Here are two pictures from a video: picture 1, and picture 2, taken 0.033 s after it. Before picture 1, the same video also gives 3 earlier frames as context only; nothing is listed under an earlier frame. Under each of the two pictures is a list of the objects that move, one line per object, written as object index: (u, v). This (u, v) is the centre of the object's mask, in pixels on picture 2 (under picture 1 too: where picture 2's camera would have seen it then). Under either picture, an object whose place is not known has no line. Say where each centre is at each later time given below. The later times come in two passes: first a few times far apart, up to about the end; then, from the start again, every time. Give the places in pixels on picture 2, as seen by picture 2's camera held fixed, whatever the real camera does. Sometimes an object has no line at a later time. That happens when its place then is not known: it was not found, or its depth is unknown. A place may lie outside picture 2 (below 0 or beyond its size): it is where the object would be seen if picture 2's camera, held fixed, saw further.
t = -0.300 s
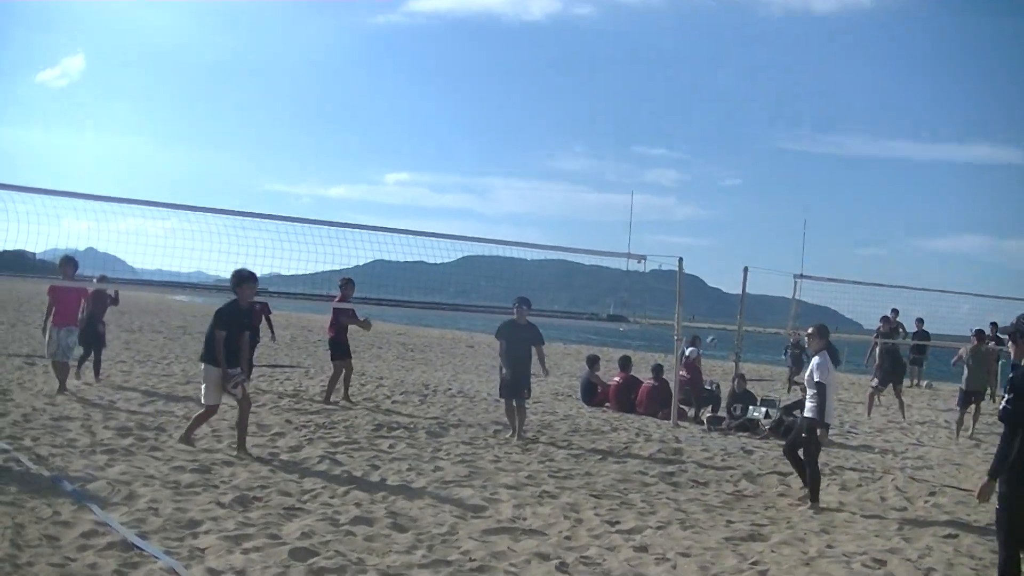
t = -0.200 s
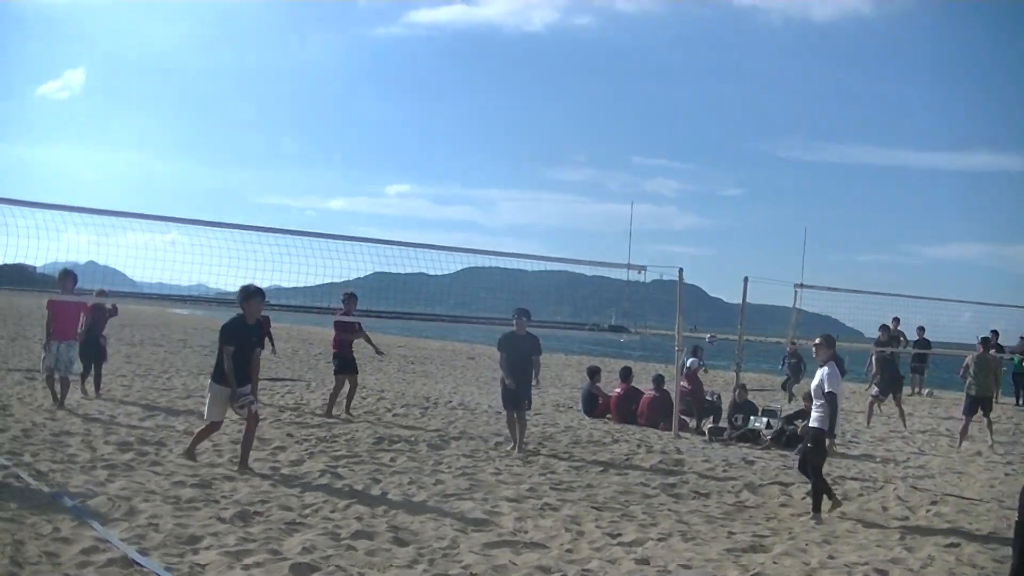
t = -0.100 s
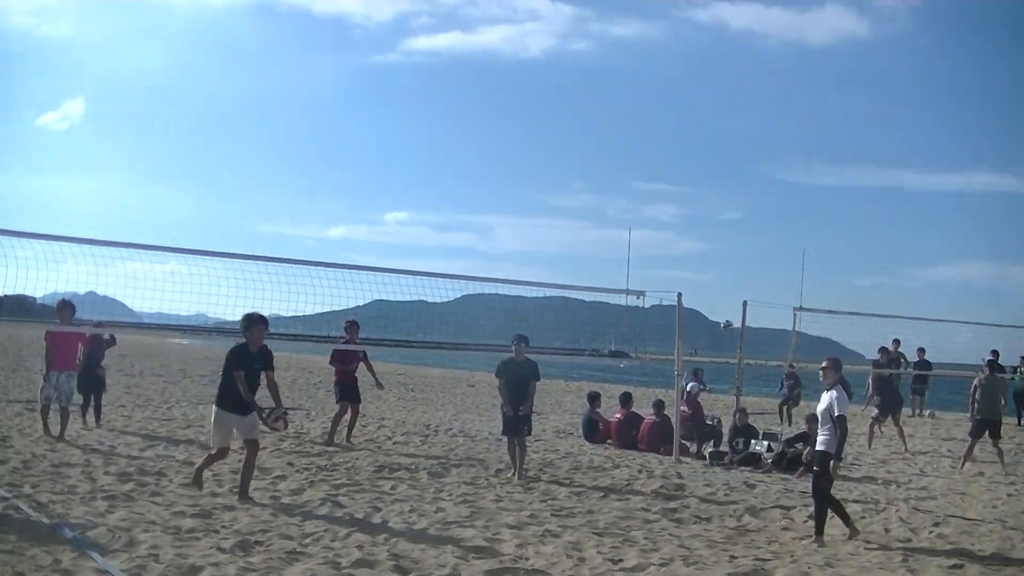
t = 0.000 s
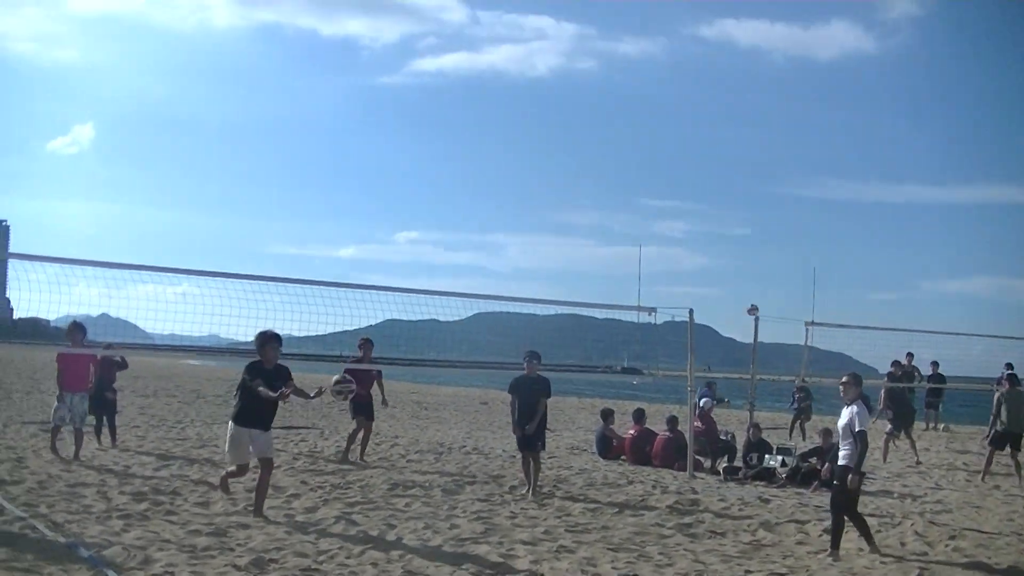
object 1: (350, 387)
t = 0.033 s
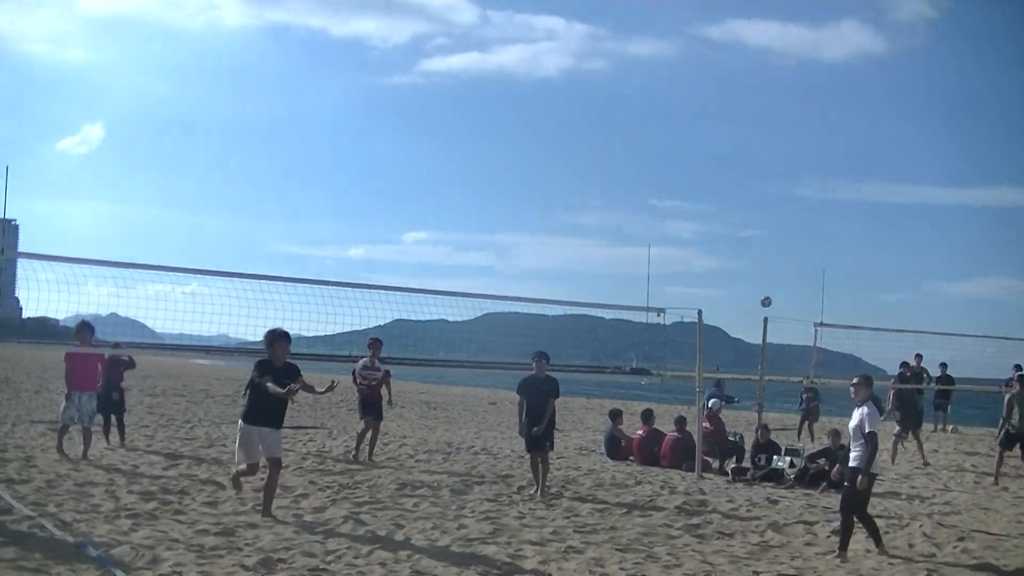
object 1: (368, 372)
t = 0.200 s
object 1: (469, 304)
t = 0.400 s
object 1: (608, 260)
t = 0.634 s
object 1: (811, 280)
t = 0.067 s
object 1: (387, 355)
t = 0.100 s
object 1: (407, 341)
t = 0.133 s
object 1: (427, 328)
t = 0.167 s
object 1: (447, 315)
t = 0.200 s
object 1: (469, 304)
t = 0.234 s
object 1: (490, 294)
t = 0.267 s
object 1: (512, 284)
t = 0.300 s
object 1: (535, 276)
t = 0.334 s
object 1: (558, 269)
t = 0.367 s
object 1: (582, 264)
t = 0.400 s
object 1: (608, 260)
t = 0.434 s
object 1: (634, 257)
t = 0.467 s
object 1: (660, 256)
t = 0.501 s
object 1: (688, 256)
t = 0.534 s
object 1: (717, 258)
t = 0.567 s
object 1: (747, 263)
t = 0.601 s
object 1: (779, 270)
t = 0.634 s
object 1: (811, 280)
